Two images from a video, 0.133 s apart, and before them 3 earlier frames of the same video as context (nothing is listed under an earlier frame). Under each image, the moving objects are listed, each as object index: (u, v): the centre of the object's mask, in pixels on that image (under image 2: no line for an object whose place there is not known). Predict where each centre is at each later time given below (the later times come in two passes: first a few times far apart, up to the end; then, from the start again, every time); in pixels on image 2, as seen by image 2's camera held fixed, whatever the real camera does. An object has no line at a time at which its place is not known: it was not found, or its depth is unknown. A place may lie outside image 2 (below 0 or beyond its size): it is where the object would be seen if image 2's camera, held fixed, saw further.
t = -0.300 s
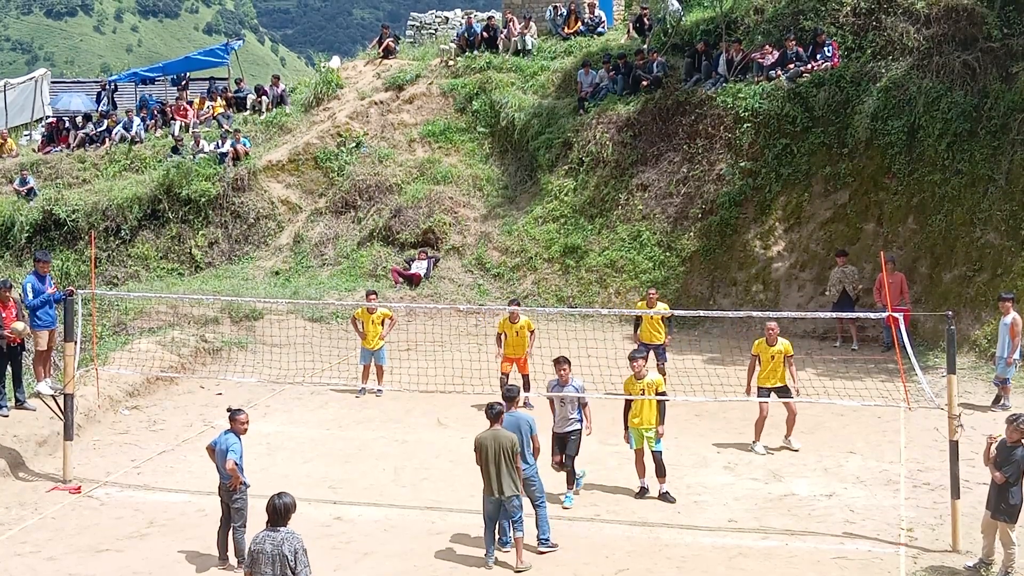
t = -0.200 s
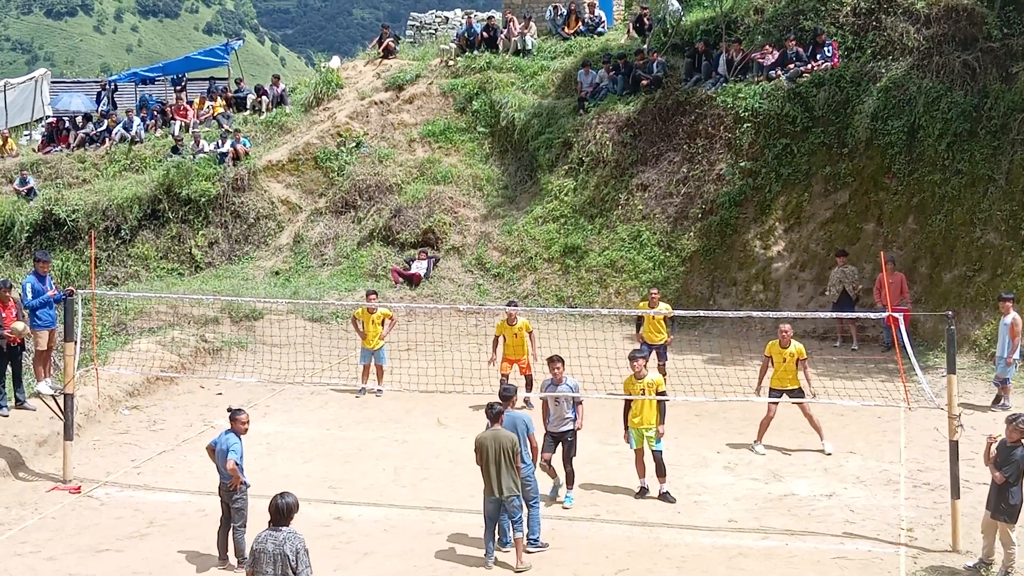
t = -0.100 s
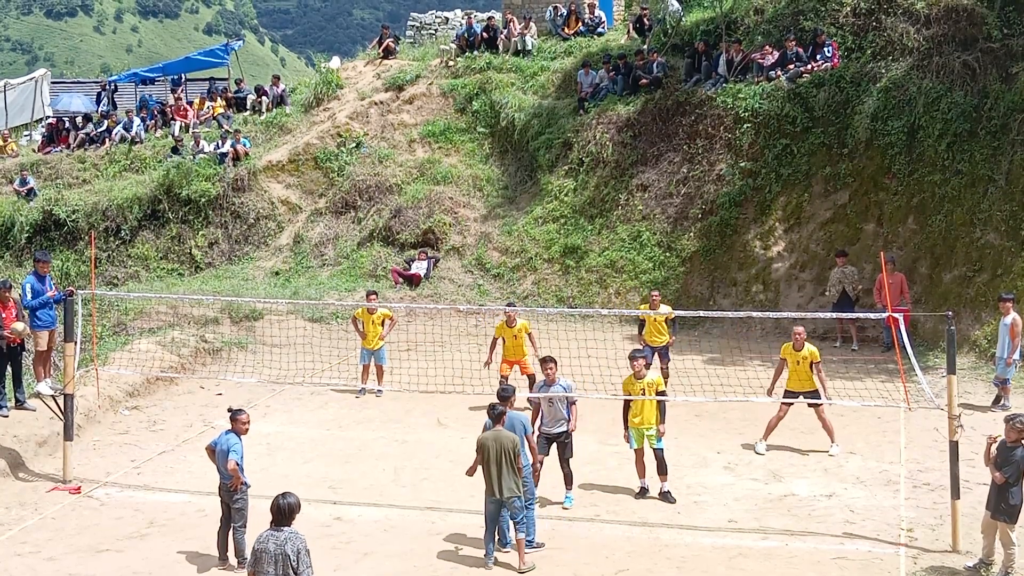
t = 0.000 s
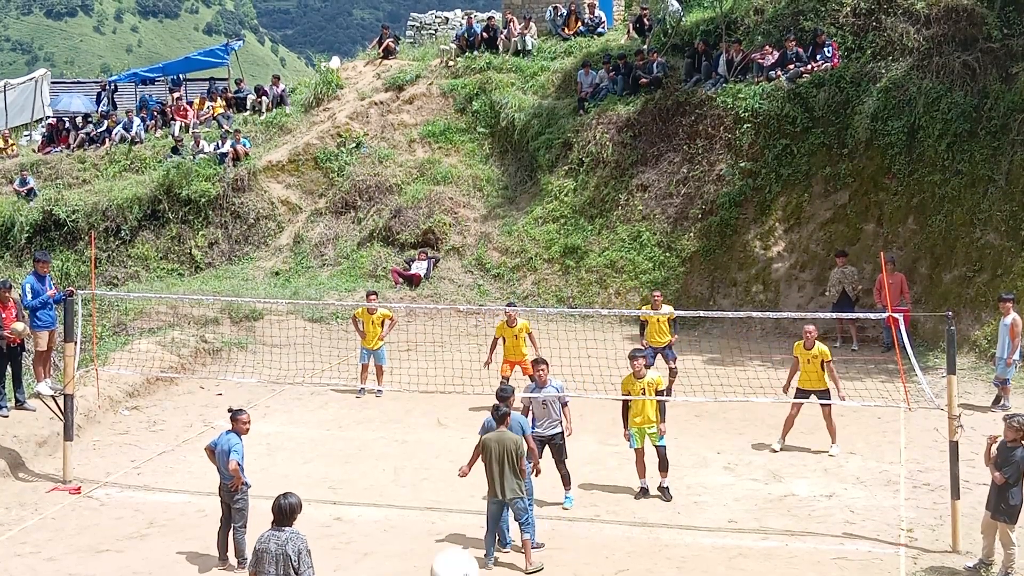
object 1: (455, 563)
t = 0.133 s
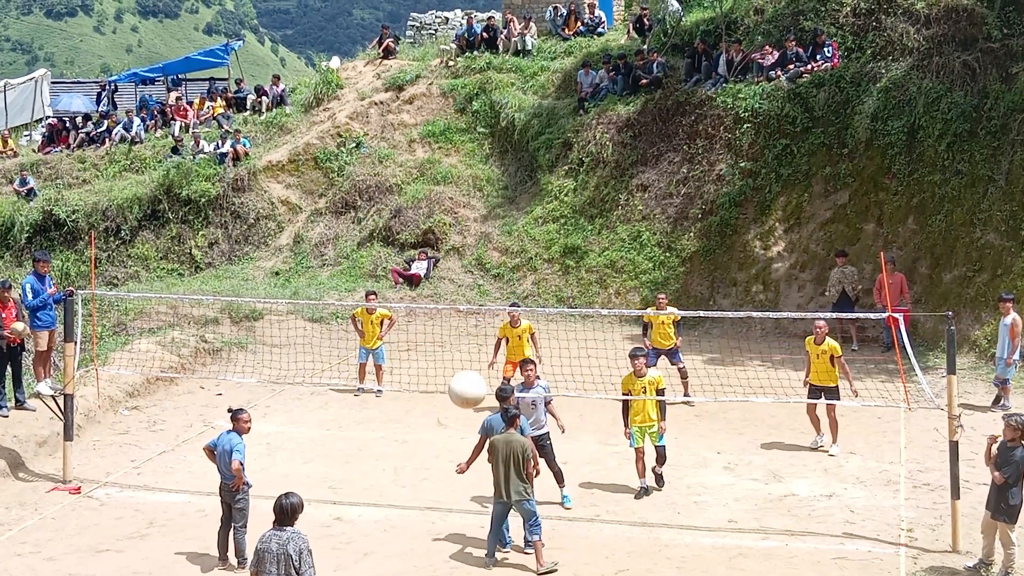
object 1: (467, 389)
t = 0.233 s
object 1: (472, 316)
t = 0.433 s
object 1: (482, 254)
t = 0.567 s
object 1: (487, 251)
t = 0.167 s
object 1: (469, 360)
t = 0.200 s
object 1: (470, 336)
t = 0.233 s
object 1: (472, 316)
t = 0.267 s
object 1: (473, 299)
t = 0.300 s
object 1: (475, 284)
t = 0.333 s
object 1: (477, 274)
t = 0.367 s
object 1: (479, 265)
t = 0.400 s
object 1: (480, 259)
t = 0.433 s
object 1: (482, 254)
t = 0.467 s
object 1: (483, 251)
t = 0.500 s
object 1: (485, 250)
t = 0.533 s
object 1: (486, 250)
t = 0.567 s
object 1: (487, 251)
